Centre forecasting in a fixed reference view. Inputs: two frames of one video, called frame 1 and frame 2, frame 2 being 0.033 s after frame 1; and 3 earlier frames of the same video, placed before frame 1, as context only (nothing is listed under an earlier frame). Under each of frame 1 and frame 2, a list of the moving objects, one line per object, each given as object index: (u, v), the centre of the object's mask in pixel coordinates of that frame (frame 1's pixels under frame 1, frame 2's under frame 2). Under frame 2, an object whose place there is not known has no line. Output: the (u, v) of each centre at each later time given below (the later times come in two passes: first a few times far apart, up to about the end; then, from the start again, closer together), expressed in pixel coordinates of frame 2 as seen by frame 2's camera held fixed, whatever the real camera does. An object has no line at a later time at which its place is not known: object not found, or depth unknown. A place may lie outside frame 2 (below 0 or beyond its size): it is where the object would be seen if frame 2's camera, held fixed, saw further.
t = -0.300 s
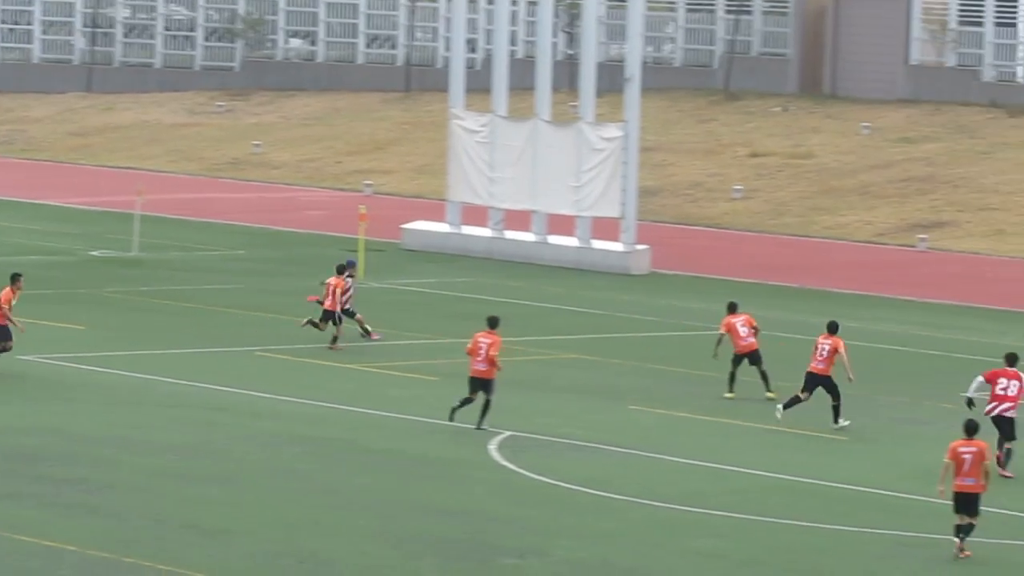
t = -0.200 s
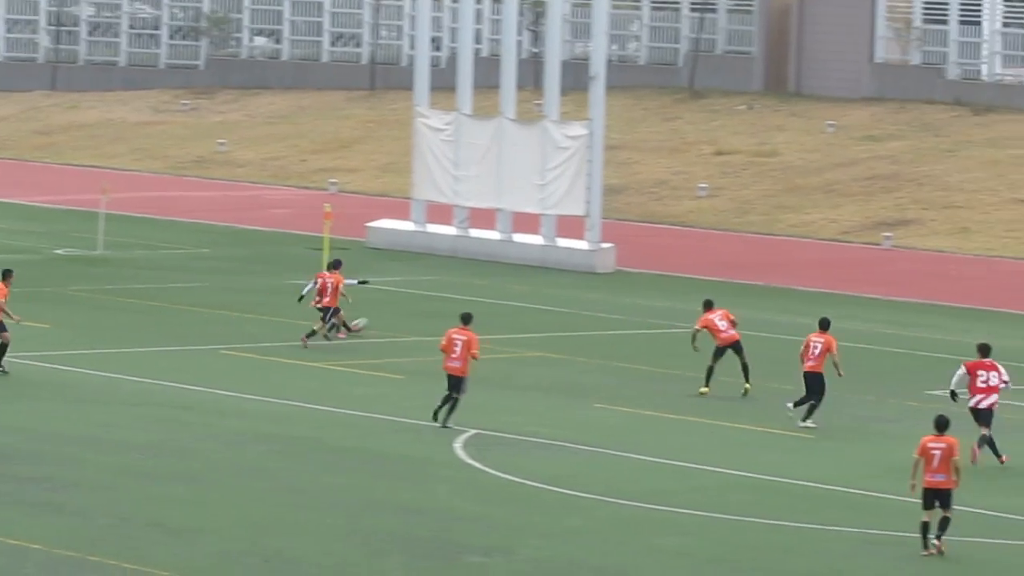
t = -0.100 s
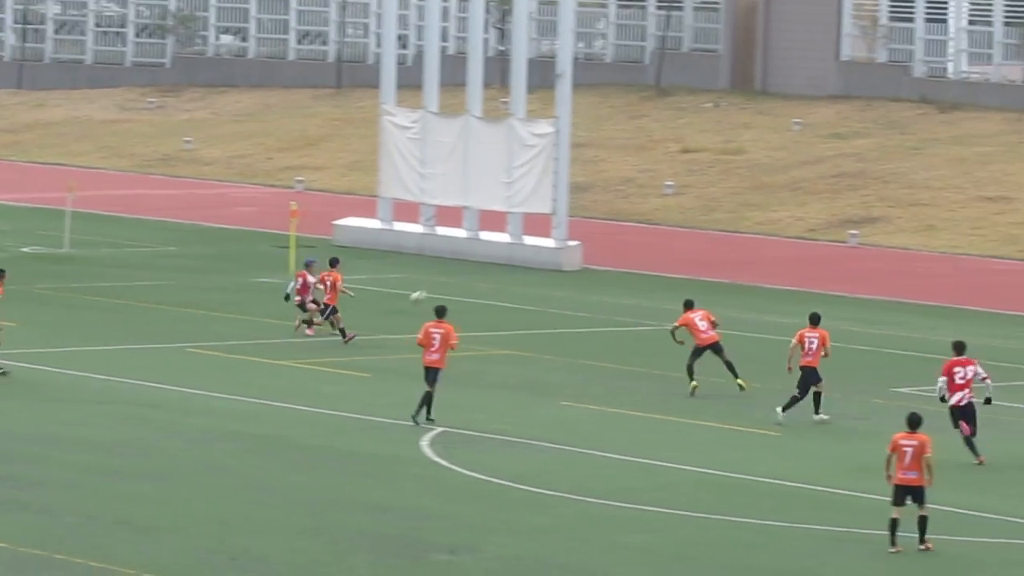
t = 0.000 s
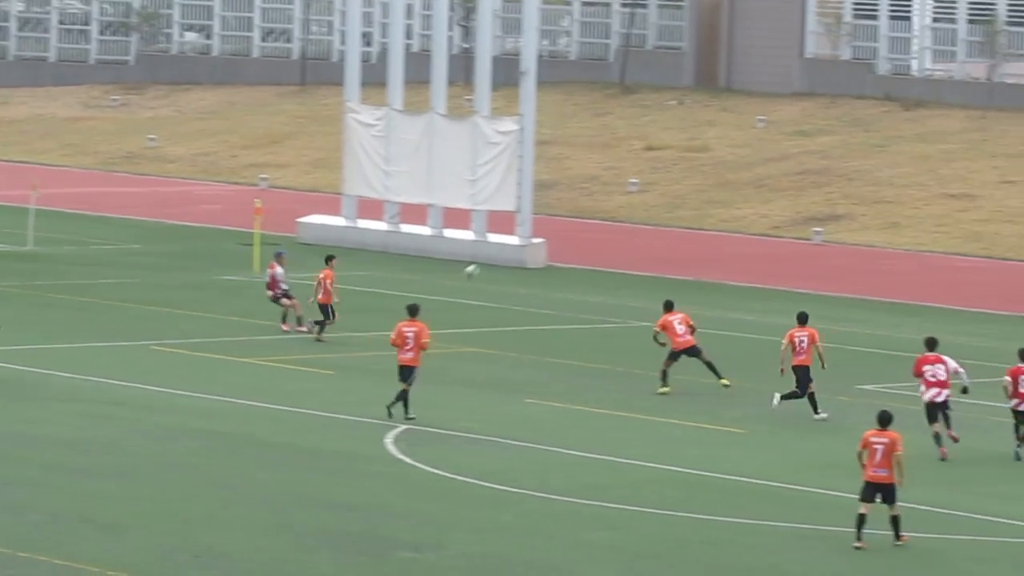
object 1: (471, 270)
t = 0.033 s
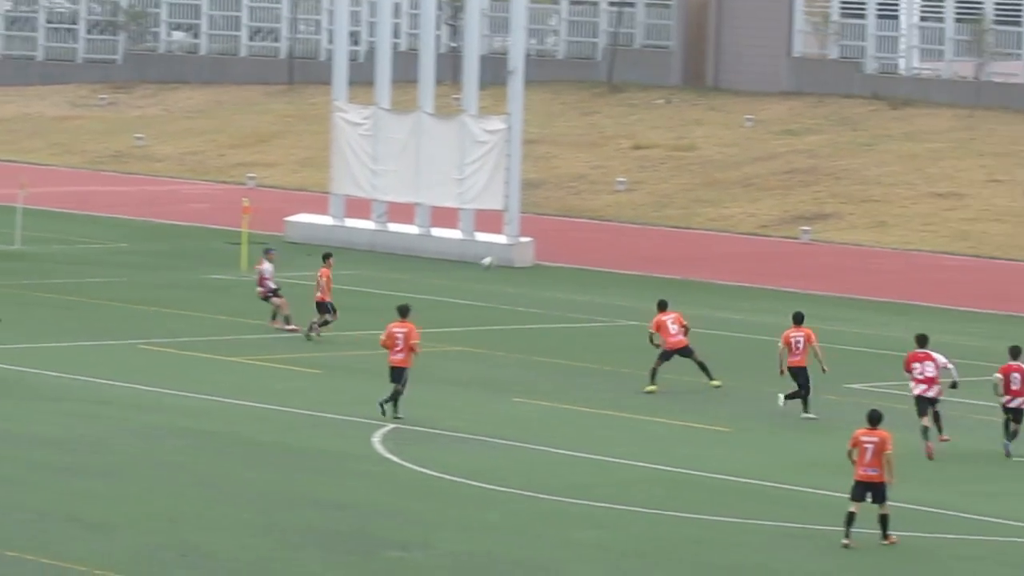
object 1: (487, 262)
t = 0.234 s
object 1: (653, 226)
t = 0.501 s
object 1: (860, 199)
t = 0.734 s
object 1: (1039, 197)
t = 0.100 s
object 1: (544, 248)
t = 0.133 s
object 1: (572, 242)
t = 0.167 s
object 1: (599, 236)
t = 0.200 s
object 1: (626, 231)
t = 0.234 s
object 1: (653, 226)
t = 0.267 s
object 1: (679, 221)
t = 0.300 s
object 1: (705, 217)
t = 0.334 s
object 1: (731, 213)
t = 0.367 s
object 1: (757, 209)
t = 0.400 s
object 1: (782, 207)
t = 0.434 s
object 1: (808, 204)
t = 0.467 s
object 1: (834, 201)
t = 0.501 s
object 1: (860, 199)
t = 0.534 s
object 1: (886, 197)
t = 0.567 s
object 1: (911, 196)
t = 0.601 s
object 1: (938, 195)
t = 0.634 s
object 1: (963, 195)
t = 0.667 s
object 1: (989, 195)
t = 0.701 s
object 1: (1015, 196)
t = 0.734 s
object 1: (1039, 197)
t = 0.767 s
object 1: (1065, 199)
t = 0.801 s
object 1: (1091, 200)
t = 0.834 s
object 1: (1116, 204)
